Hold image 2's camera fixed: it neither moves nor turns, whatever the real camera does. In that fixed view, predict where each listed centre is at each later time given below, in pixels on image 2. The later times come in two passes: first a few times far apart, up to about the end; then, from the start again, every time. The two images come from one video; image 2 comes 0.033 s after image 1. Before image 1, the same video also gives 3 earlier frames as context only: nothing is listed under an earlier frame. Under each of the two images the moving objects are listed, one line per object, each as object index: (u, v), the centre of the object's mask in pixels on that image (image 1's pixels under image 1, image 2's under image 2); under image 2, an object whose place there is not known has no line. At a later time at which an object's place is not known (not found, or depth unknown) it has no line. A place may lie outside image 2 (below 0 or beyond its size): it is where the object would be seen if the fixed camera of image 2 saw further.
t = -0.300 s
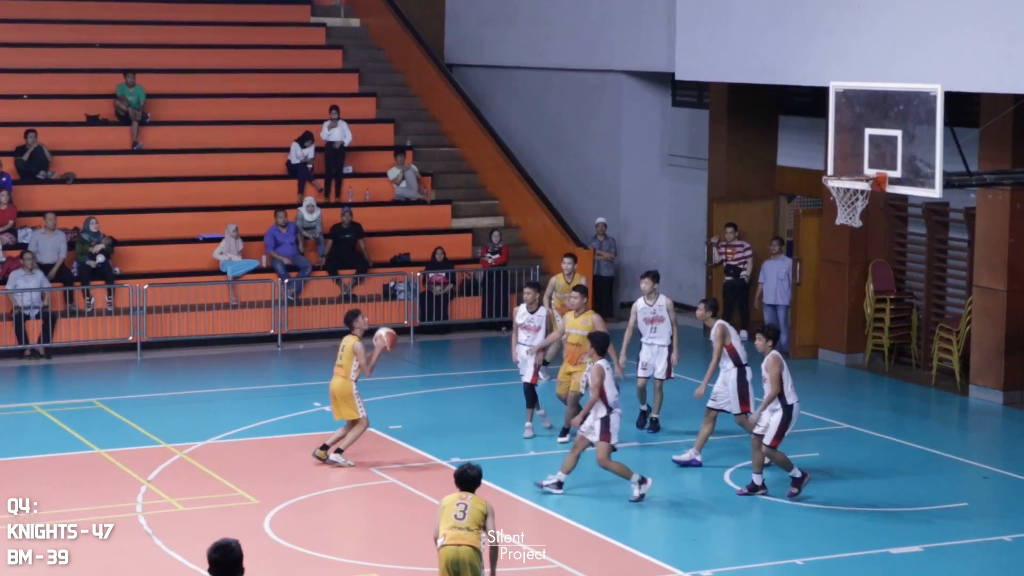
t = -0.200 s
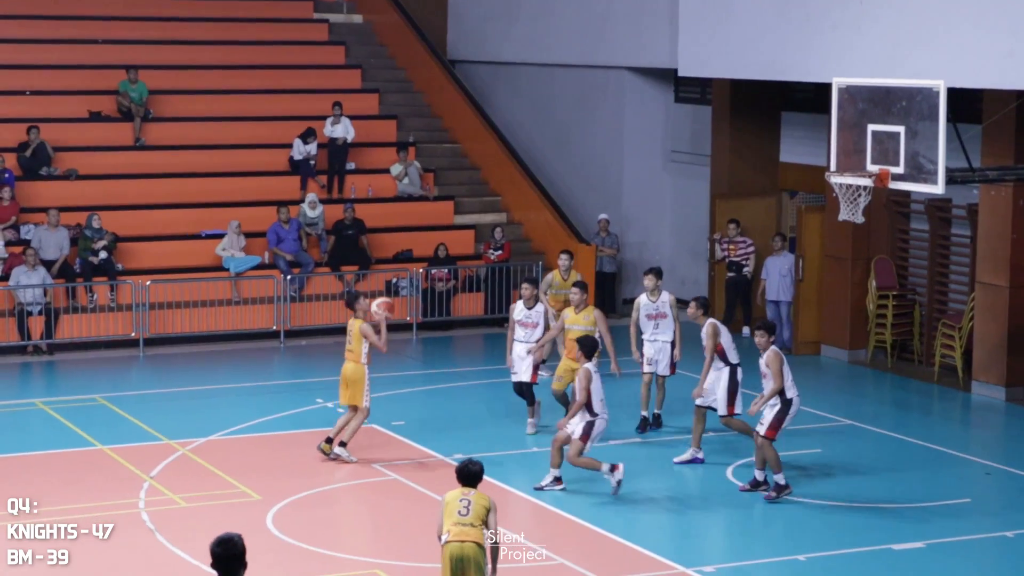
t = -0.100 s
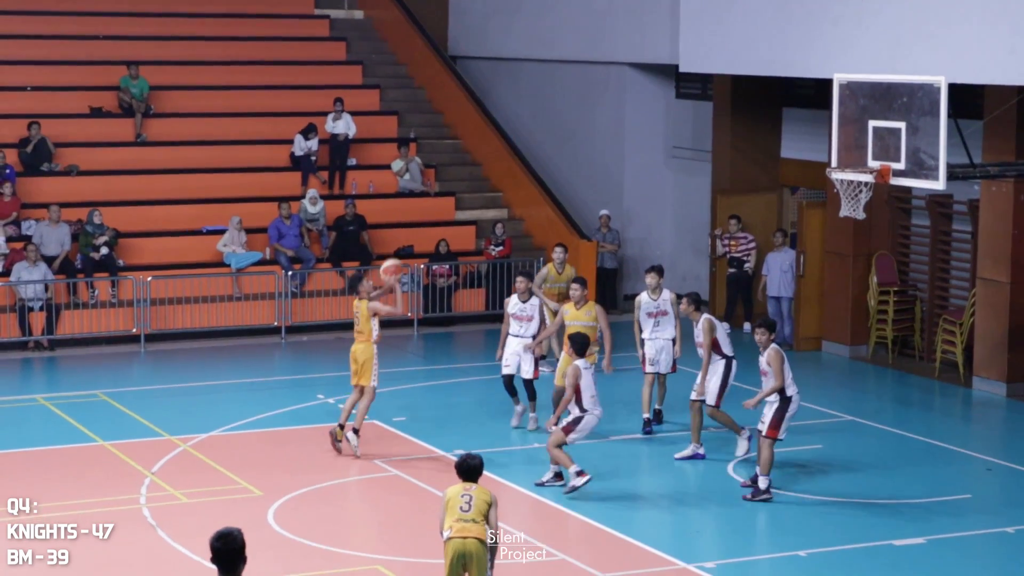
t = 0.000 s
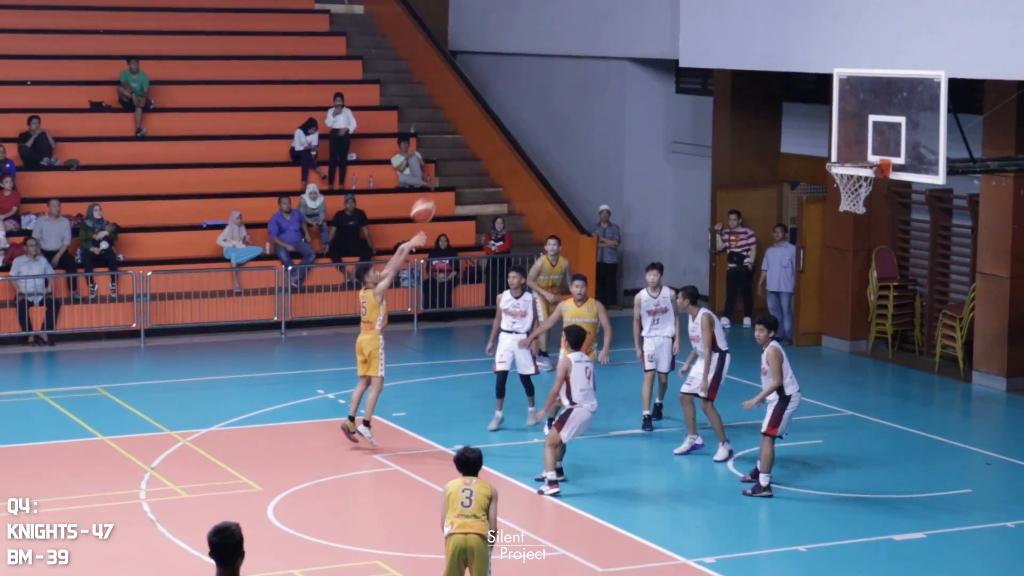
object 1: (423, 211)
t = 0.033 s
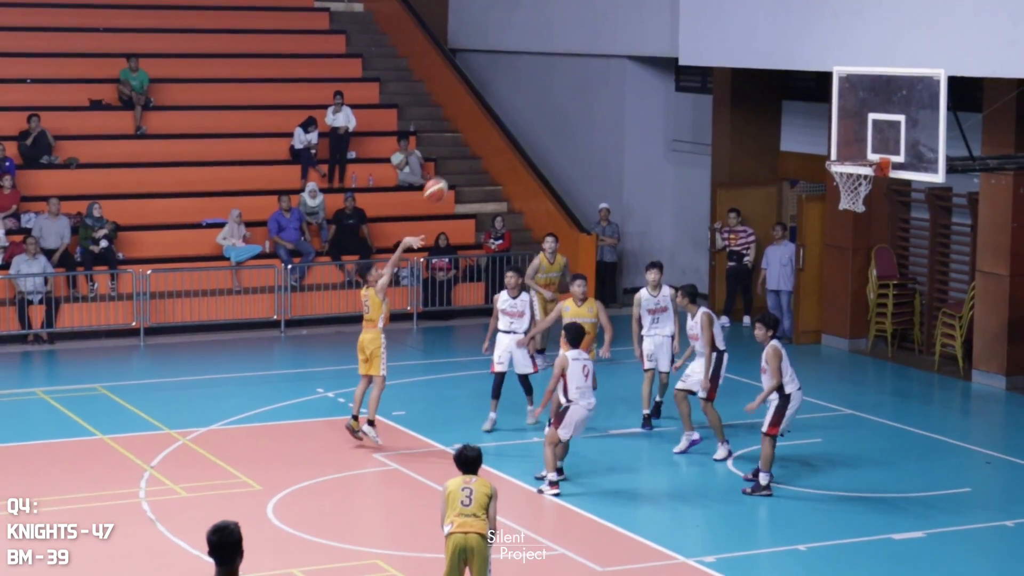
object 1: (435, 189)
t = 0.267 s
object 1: (529, 88)
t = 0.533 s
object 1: (632, 35)
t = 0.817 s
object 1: (742, 54)
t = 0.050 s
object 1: (442, 181)
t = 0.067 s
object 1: (449, 173)
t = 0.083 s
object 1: (455, 164)
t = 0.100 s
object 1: (462, 156)
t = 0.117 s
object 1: (469, 148)
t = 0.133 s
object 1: (475, 140)
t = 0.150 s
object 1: (482, 133)
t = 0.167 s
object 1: (488, 125)
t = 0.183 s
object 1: (495, 119)
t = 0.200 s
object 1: (502, 113)
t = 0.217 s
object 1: (508, 106)
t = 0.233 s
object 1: (515, 100)
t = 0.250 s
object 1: (522, 94)
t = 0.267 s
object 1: (529, 88)
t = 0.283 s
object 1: (535, 82)
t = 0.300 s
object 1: (542, 78)
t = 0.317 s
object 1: (548, 73)
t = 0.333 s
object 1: (555, 68)
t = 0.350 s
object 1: (561, 64)
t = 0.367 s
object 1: (568, 60)
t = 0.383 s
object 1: (574, 56)
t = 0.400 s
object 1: (581, 53)
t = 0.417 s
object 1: (588, 50)
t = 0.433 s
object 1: (594, 47)
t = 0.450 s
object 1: (600, 44)
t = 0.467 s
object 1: (607, 42)
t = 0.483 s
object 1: (613, 39)
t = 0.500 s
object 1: (619, 38)
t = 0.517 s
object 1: (625, 36)
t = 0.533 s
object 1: (632, 35)
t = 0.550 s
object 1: (638, 34)
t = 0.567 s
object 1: (644, 33)
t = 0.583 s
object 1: (651, 32)
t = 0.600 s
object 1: (658, 32)
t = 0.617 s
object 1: (664, 32)
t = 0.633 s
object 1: (671, 32)
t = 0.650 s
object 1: (678, 33)
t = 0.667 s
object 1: (685, 33)
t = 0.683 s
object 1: (690, 35)
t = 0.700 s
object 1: (696, 36)
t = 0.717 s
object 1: (703, 38)
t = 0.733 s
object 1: (709, 40)
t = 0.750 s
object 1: (716, 42)
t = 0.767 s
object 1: (723, 44)
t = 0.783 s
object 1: (730, 47)
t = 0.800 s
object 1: (736, 50)
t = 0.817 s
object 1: (742, 54)
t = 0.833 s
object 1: (750, 56)
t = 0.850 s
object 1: (758, 60)
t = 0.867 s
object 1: (765, 64)
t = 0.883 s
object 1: (772, 69)
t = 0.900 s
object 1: (779, 74)
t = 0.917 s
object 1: (784, 79)
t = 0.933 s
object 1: (790, 84)
